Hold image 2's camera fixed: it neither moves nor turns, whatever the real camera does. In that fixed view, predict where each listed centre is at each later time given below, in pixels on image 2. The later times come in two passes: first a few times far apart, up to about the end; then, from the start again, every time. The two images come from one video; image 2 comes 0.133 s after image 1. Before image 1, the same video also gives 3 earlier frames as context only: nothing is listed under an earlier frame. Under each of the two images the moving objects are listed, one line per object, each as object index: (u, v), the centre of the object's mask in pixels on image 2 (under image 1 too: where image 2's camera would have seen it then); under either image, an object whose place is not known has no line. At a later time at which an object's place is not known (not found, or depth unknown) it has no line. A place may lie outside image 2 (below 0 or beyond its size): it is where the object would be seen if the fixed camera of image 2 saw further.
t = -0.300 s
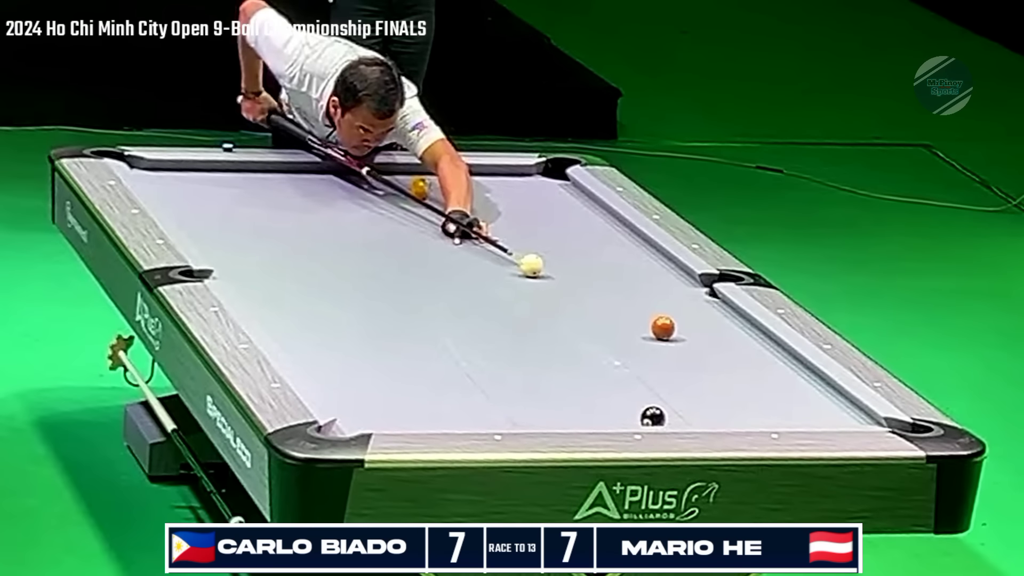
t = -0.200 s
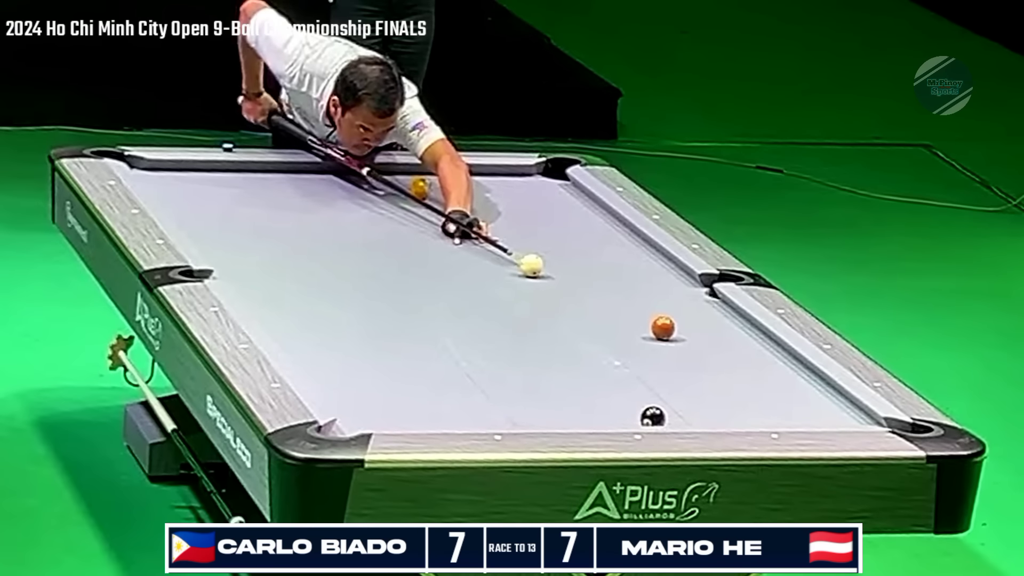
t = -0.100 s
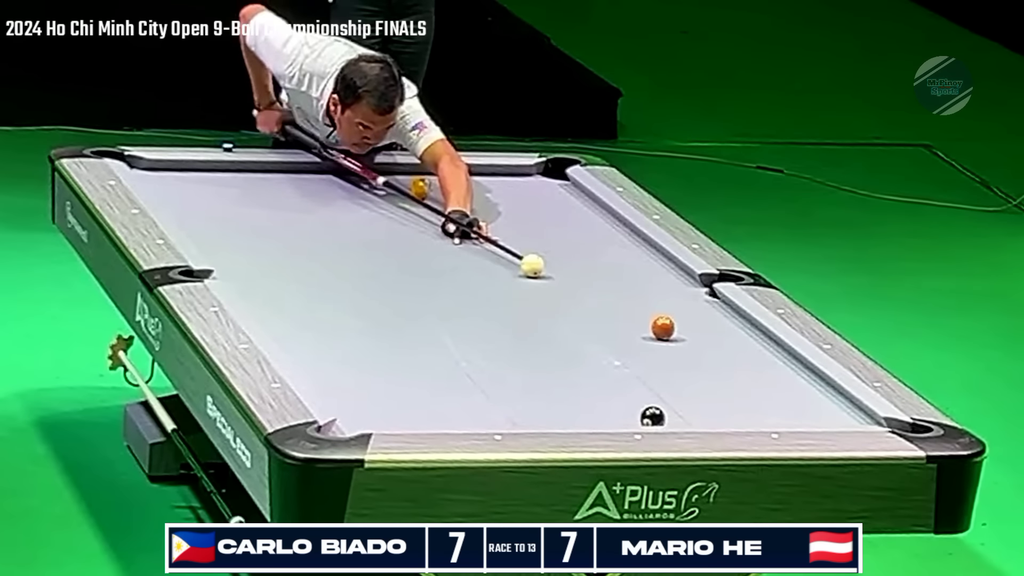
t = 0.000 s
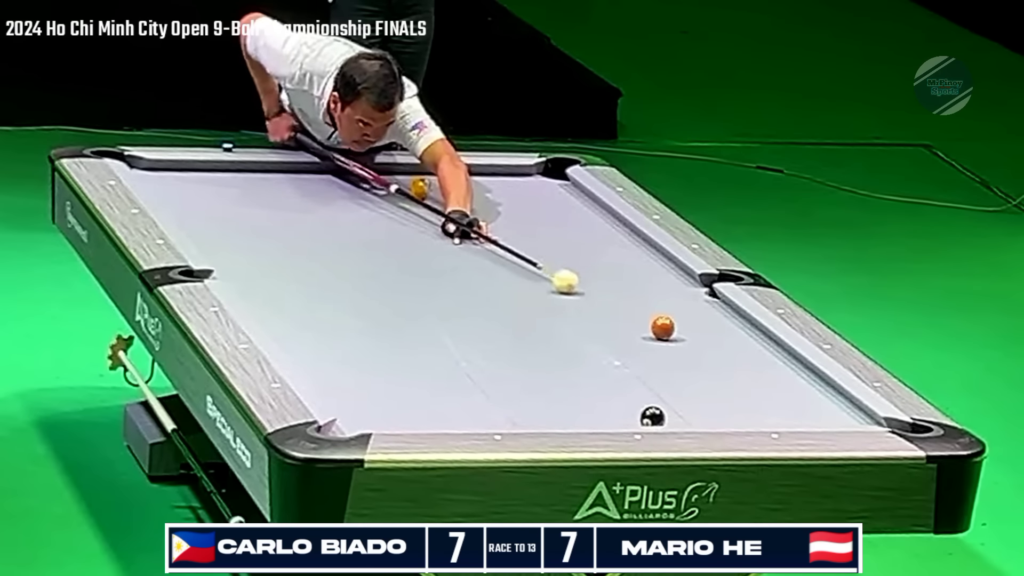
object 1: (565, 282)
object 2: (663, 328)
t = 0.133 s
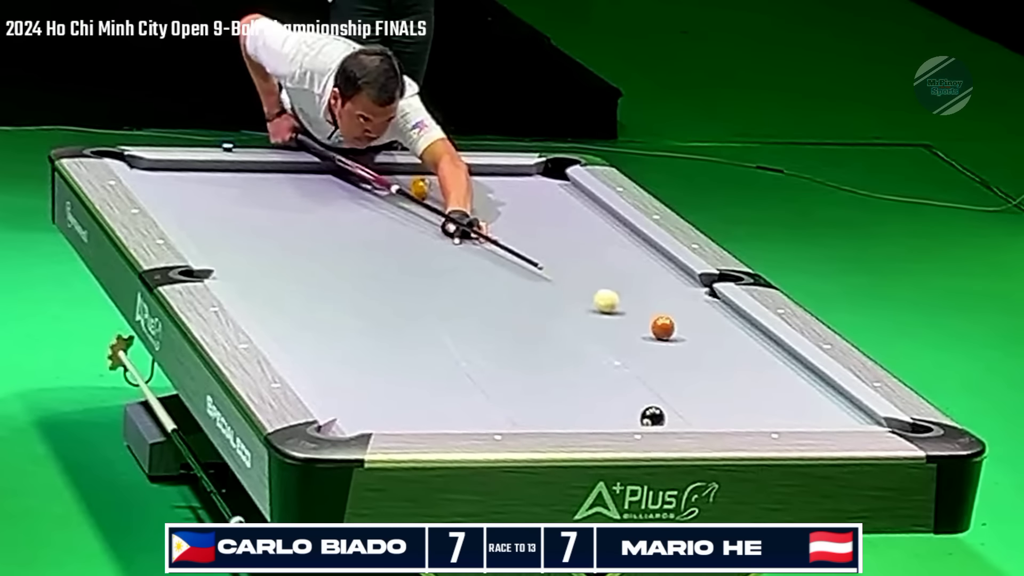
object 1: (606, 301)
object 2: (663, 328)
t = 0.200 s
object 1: (625, 310)
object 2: (663, 328)
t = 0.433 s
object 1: (654, 324)
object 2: (702, 346)
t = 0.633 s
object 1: (668, 331)
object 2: (746, 366)
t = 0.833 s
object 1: (681, 338)
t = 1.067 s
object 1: (695, 346)
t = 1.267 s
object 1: (707, 352)
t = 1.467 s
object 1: (717, 358)
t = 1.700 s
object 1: (729, 365)
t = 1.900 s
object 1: (738, 370)
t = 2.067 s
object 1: (748, 375)
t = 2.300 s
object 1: (757, 380)
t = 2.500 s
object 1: (764, 384)
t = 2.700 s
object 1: (771, 387)
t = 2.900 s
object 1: (777, 391)
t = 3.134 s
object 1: (783, 394)
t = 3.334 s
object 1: (788, 397)
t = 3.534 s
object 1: (791, 399)
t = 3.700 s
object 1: (794, 400)
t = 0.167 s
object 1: (616, 305)
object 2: (663, 328)
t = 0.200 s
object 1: (625, 310)
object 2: (663, 328)
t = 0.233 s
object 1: (634, 315)
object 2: (663, 328)
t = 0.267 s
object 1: (643, 319)
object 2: (663, 328)
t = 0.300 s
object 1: (648, 321)
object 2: (667, 330)
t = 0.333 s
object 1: (650, 322)
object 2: (677, 334)
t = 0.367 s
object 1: (651, 323)
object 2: (686, 338)
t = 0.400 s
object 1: (651, 323)
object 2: (694, 343)
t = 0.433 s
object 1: (654, 324)
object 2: (702, 346)
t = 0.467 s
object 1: (656, 325)
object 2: (710, 350)
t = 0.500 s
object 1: (658, 326)
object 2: (718, 353)
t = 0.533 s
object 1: (660, 327)
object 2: (725, 356)
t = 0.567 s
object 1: (663, 329)
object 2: (732, 359)
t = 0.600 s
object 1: (665, 330)
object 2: (739, 363)
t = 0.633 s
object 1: (668, 331)
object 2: (746, 366)
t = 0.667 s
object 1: (670, 332)
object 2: (752, 369)
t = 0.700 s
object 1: (672, 333)
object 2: (760, 373)
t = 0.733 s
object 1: (674, 335)
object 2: (766, 376)
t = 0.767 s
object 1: (675, 336)
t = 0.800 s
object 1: (678, 337)
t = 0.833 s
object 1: (681, 338)
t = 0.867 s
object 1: (683, 339)
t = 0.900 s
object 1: (684, 340)
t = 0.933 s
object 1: (686, 341)
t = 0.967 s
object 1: (689, 342)
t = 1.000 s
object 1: (691, 343)
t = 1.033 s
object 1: (693, 345)
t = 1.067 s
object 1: (695, 346)
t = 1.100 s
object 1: (697, 347)
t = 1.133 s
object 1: (699, 348)
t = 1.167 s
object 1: (701, 349)
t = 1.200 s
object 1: (703, 350)
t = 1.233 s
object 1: (704, 351)
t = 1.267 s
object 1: (707, 352)
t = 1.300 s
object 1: (708, 353)
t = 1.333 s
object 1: (710, 354)
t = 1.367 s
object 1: (712, 355)
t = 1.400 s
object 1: (713, 356)
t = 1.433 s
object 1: (715, 357)
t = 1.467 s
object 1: (717, 358)
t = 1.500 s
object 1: (718, 359)
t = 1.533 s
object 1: (720, 360)
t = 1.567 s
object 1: (722, 360)
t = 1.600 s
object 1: (724, 362)
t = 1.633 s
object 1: (725, 363)
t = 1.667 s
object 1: (727, 364)
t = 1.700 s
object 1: (729, 365)
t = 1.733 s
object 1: (731, 366)
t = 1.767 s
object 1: (732, 366)
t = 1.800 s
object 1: (734, 367)
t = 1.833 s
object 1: (735, 368)
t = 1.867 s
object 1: (737, 369)
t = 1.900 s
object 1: (738, 370)
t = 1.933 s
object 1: (740, 371)
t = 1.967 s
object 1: (742, 372)
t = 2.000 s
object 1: (743, 373)
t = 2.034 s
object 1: (746, 374)
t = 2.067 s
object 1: (748, 375)
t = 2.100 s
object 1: (749, 376)
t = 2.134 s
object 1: (750, 376)
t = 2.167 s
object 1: (752, 377)
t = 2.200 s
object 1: (753, 378)
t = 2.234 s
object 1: (754, 378)
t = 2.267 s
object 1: (755, 379)
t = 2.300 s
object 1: (757, 380)
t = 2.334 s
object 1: (758, 381)
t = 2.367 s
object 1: (759, 381)
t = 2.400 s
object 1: (760, 382)
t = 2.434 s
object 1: (762, 382)
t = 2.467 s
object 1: (763, 383)
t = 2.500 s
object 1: (764, 384)
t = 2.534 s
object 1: (765, 385)
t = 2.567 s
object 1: (766, 385)
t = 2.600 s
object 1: (767, 386)
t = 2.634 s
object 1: (768, 387)
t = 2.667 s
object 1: (769, 387)
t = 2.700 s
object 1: (771, 387)
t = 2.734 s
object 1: (772, 388)
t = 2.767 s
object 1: (773, 389)
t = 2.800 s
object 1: (774, 389)
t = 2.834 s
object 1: (775, 390)
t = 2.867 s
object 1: (776, 390)
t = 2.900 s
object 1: (777, 391)
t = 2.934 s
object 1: (778, 391)
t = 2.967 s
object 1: (779, 392)
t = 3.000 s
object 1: (780, 392)
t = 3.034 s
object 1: (781, 393)
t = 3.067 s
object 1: (782, 393)
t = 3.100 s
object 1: (782, 393)
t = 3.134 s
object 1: (783, 394)
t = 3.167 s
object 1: (784, 394)
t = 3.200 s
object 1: (785, 395)
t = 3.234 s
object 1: (786, 395)
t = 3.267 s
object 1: (787, 396)
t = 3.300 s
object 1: (787, 396)
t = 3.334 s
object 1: (788, 397)
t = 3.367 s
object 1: (789, 397)
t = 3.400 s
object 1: (789, 397)
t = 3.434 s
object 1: (790, 398)
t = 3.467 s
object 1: (791, 398)
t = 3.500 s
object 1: (791, 398)
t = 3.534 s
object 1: (791, 399)
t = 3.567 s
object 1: (792, 399)
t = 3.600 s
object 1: (792, 400)
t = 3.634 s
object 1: (793, 400)
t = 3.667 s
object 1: (793, 400)
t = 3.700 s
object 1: (794, 400)
